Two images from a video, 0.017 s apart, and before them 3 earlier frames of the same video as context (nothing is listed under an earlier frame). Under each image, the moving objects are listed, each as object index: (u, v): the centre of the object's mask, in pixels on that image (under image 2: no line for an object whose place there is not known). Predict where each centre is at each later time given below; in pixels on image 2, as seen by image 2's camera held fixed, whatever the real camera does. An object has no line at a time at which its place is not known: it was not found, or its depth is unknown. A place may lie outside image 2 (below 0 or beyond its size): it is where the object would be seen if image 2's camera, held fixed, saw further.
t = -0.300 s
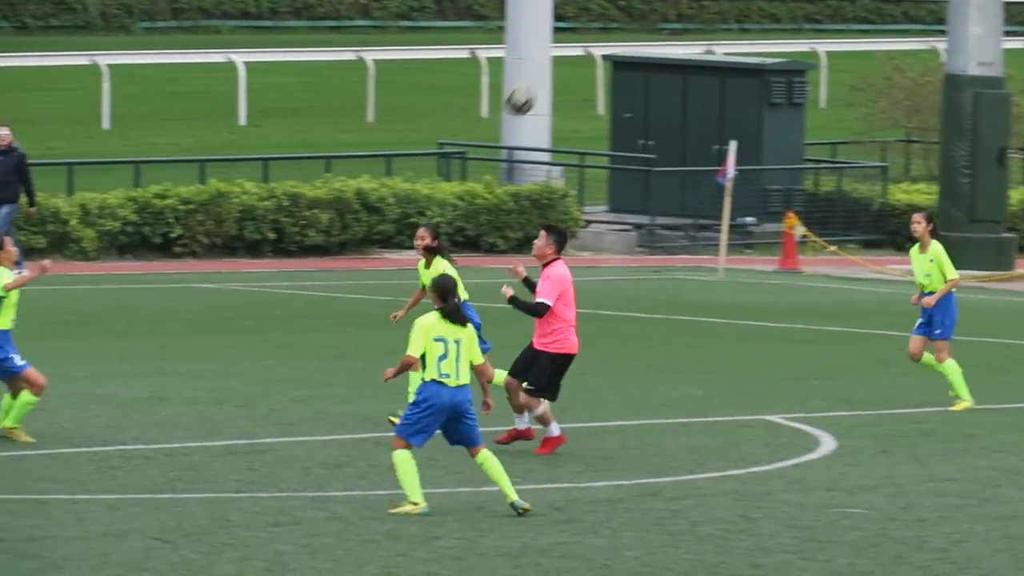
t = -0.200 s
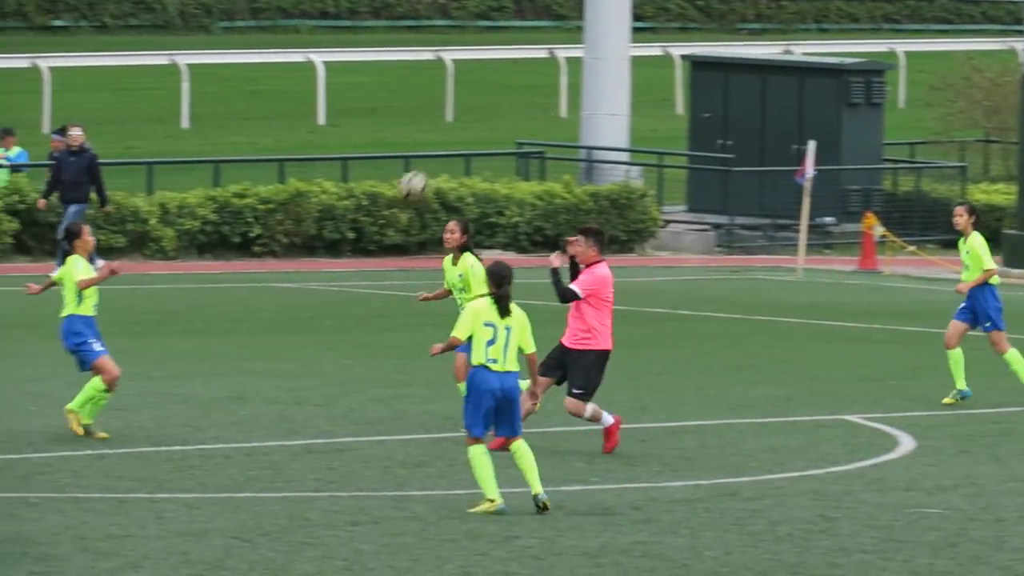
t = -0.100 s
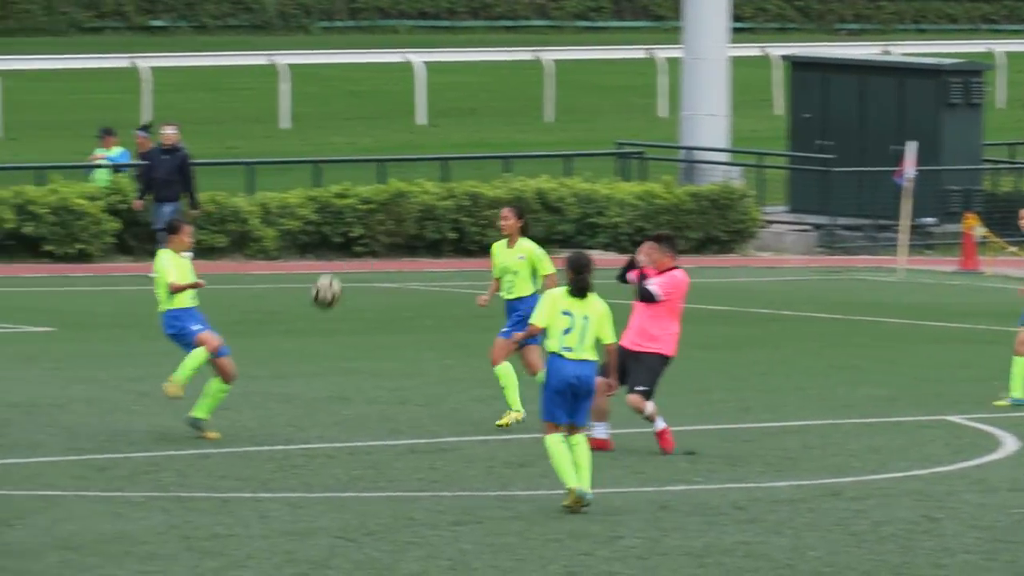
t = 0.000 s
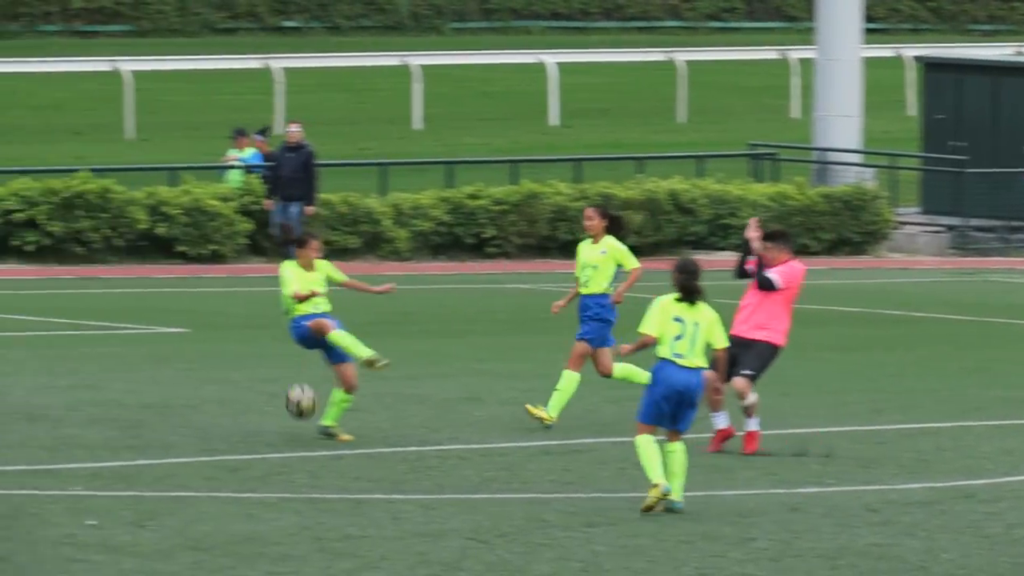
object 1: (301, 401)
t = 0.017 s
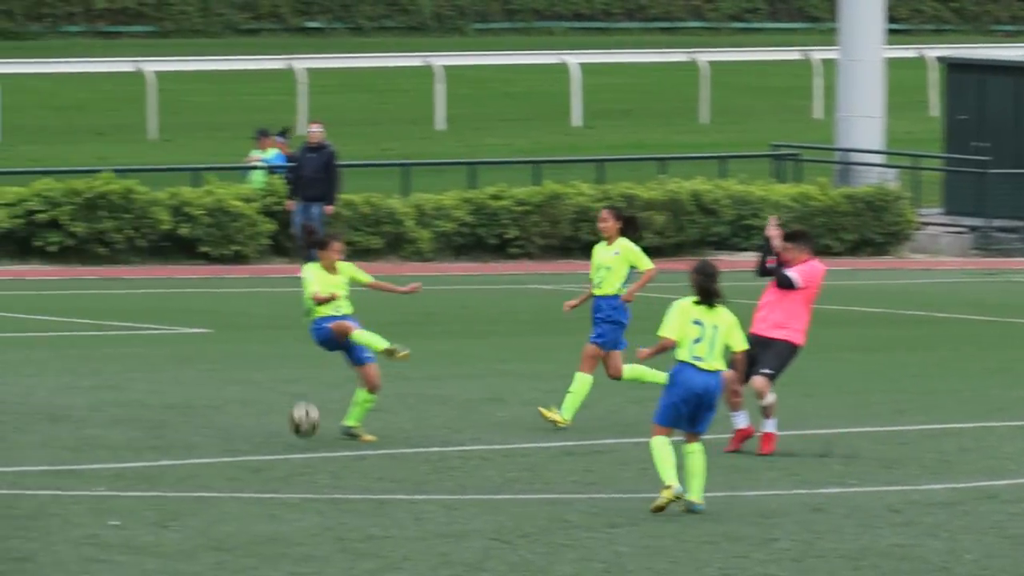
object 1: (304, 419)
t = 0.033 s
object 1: (286, 434)
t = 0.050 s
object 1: (280, 425)
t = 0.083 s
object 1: (267, 399)
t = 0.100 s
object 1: (261, 392)
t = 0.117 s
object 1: (255, 379)
